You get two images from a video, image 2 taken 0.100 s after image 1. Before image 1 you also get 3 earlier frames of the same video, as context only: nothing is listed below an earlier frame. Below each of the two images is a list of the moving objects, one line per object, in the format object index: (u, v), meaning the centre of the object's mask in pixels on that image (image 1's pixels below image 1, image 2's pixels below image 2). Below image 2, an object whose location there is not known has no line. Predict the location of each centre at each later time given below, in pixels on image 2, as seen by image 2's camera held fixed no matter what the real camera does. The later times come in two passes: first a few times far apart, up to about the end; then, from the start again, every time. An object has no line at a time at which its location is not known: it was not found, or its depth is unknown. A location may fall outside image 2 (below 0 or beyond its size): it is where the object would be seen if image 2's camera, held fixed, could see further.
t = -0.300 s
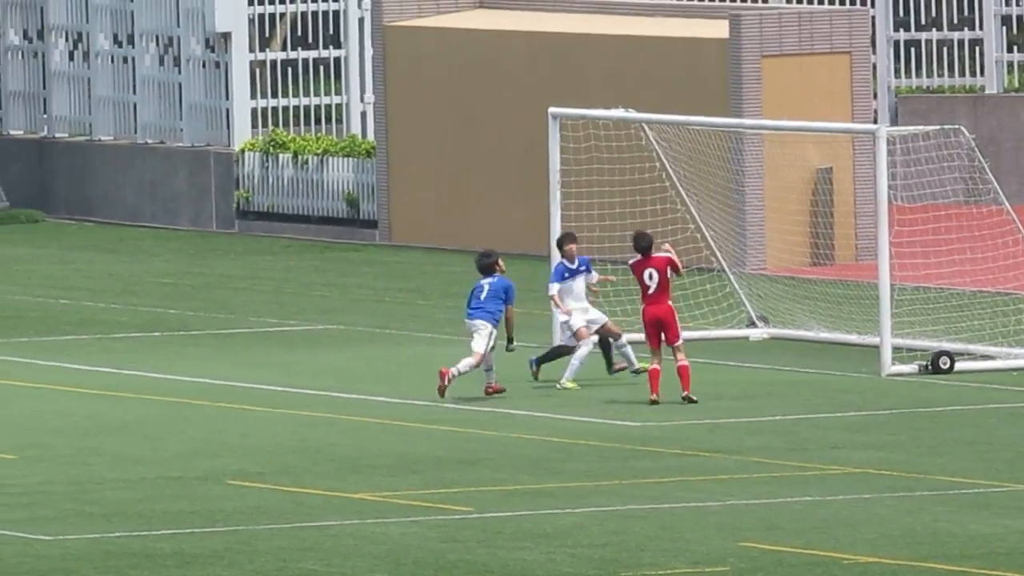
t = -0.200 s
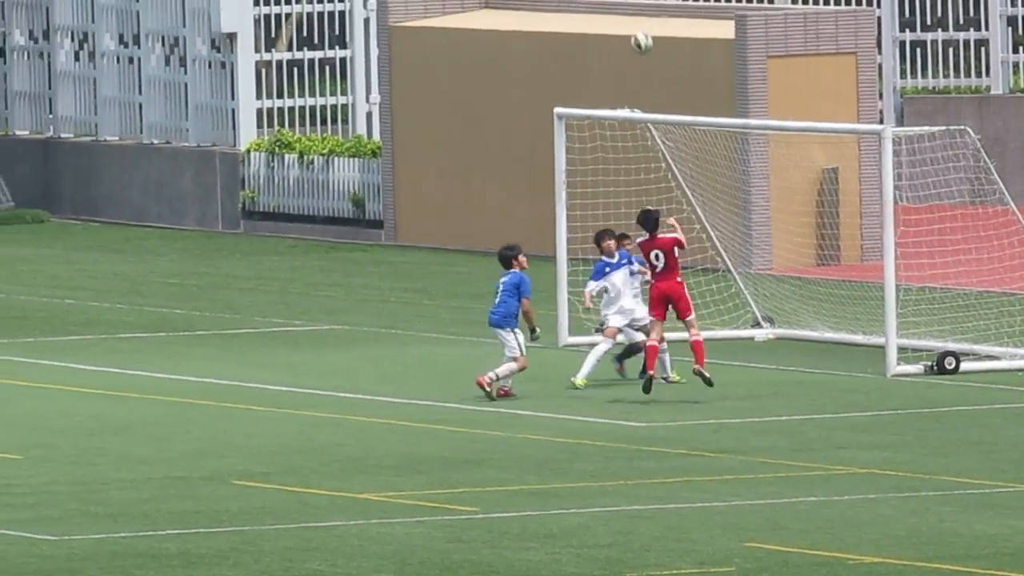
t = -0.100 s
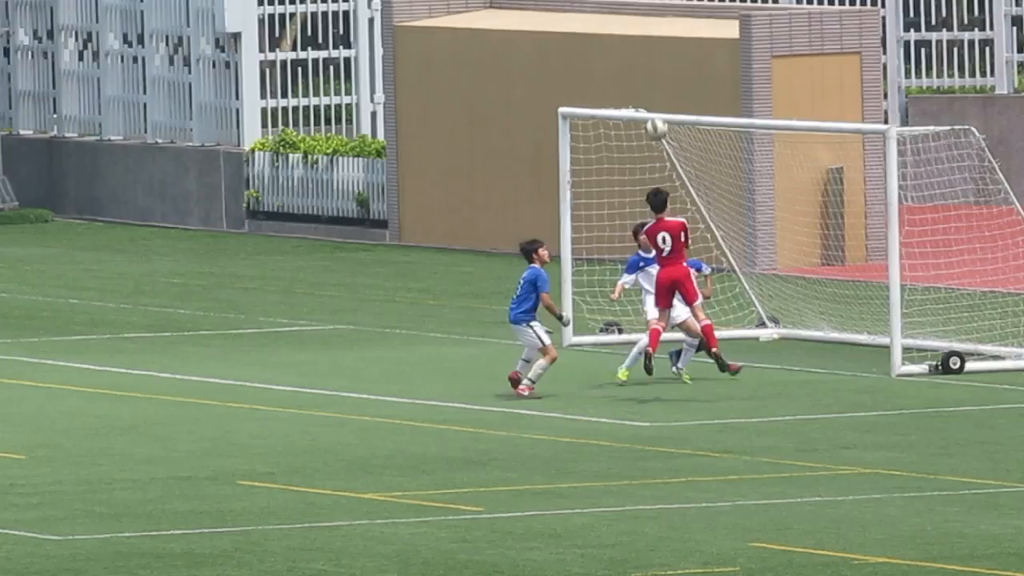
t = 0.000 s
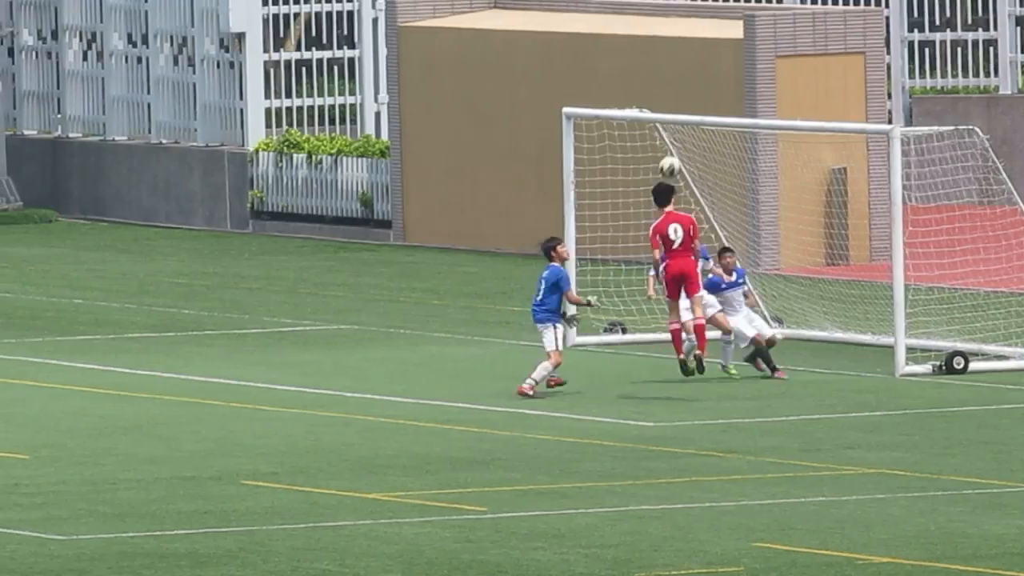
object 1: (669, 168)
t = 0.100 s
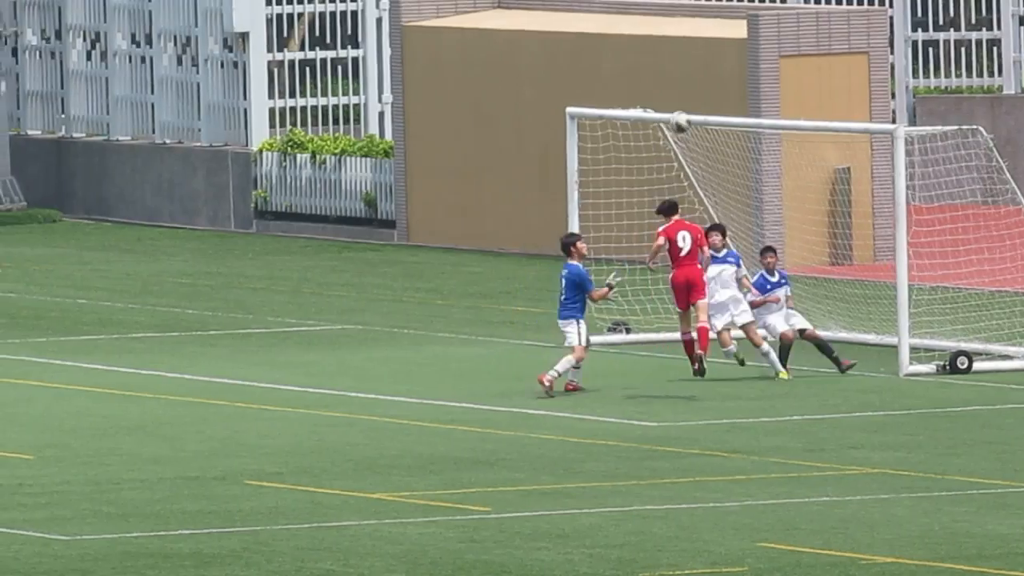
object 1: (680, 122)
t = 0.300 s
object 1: (691, 66)
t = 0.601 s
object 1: (708, 67)
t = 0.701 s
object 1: (710, 88)
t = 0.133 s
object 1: (681, 109)
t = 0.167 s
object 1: (684, 97)
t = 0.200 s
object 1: (686, 87)
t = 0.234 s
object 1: (687, 79)
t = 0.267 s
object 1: (689, 71)
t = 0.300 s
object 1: (691, 66)
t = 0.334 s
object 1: (693, 61)
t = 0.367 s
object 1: (695, 59)
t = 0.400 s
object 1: (697, 57)
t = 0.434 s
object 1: (699, 55)
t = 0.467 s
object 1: (701, 56)
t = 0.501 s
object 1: (703, 57)
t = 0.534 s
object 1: (704, 59)
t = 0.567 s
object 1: (706, 63)
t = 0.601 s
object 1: (708, 67)
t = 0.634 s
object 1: (709, 73)
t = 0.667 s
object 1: (710, 80)
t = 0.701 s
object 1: (710, 88)
